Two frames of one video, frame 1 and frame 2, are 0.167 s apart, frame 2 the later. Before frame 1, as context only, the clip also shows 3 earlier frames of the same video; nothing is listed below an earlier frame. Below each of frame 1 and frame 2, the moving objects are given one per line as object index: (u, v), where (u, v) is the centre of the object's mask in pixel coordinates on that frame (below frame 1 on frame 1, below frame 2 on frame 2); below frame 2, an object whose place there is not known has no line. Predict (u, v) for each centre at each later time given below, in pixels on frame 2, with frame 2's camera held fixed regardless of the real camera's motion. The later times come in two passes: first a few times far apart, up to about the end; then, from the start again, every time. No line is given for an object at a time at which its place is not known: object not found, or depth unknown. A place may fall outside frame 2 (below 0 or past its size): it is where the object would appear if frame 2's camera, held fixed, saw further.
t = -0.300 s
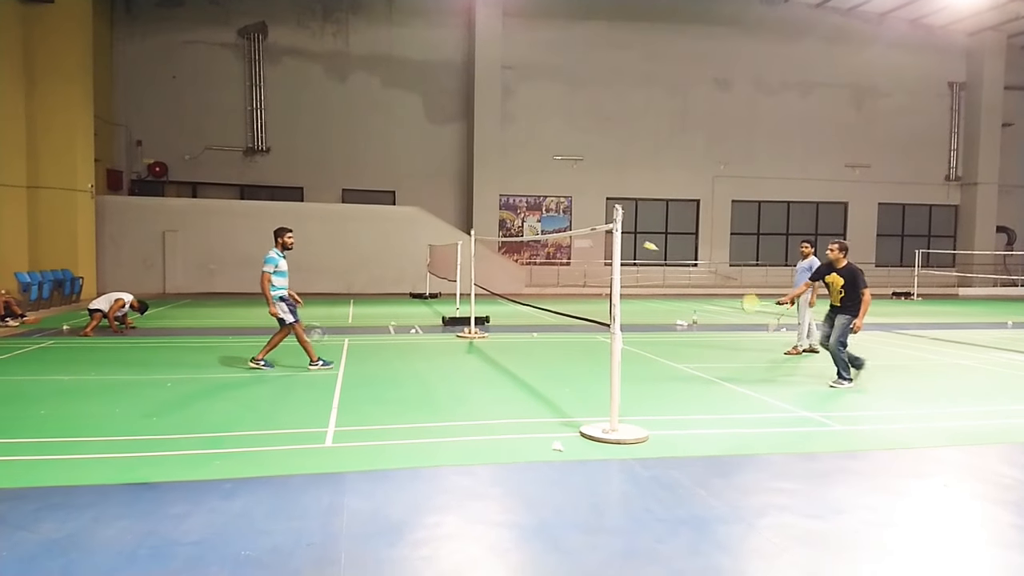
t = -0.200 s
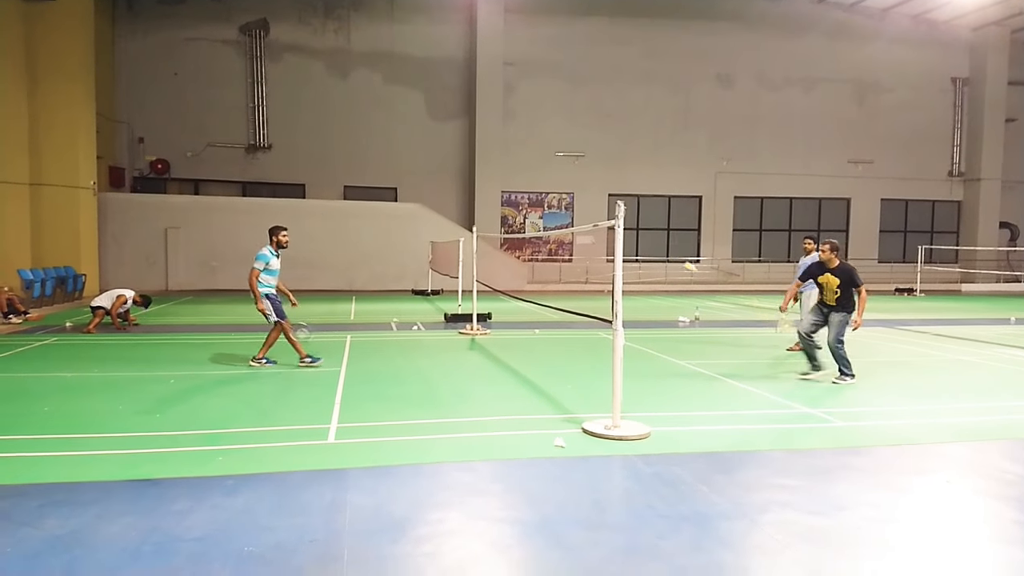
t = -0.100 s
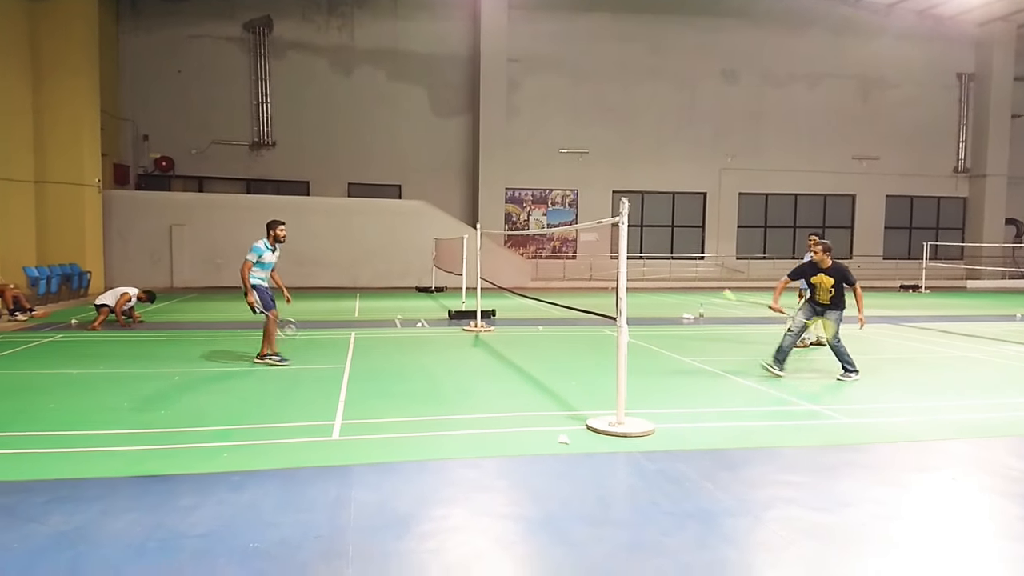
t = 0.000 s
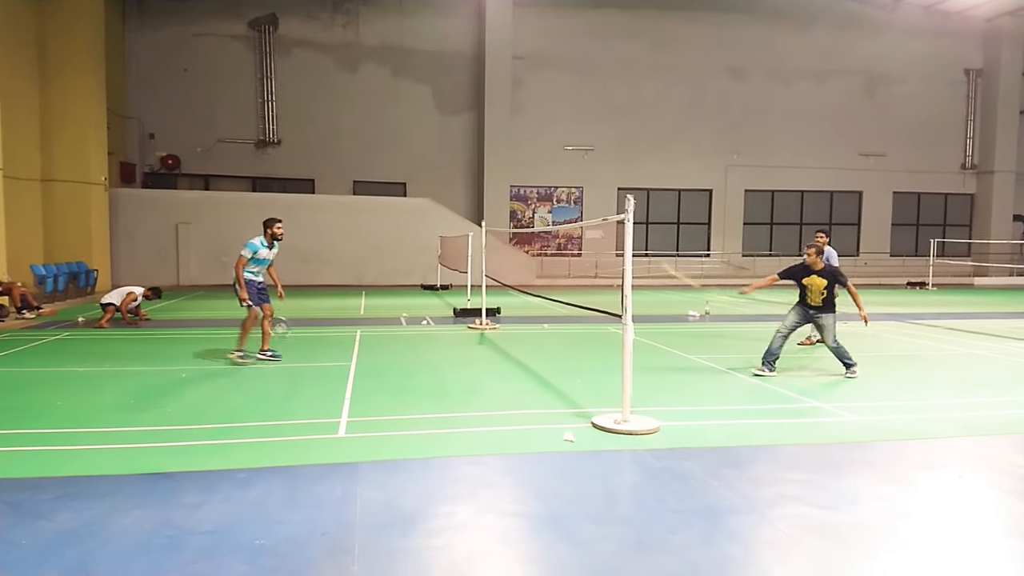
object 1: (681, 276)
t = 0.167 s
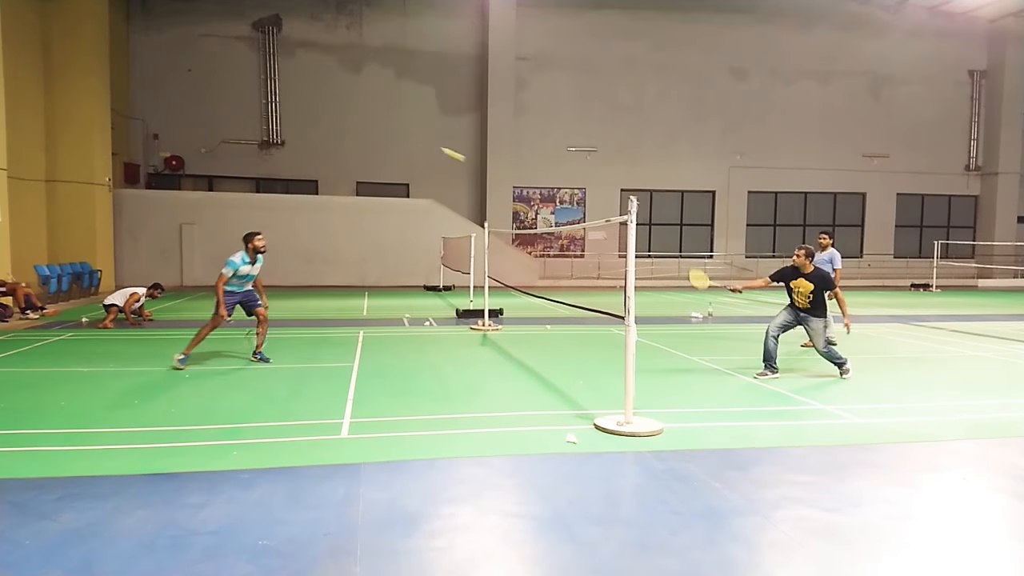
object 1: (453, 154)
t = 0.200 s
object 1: (420, 140)
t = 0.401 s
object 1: (272, 93)
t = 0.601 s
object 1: (170, 92)
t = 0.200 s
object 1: (420, 140)
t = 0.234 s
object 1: (390, 127)
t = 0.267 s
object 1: (364, 117)
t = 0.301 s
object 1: (339, 109)
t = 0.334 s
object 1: (316, 102)
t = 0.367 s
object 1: (293, 96)
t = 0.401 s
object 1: (272, 93)
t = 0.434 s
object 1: (253, 89)
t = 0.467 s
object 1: (235, 88)
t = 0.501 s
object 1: (218, 87)
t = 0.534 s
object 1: (201, 88)
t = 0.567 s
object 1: (185, 89)
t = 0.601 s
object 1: (170, 92)
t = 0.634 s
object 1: (156, 95)
